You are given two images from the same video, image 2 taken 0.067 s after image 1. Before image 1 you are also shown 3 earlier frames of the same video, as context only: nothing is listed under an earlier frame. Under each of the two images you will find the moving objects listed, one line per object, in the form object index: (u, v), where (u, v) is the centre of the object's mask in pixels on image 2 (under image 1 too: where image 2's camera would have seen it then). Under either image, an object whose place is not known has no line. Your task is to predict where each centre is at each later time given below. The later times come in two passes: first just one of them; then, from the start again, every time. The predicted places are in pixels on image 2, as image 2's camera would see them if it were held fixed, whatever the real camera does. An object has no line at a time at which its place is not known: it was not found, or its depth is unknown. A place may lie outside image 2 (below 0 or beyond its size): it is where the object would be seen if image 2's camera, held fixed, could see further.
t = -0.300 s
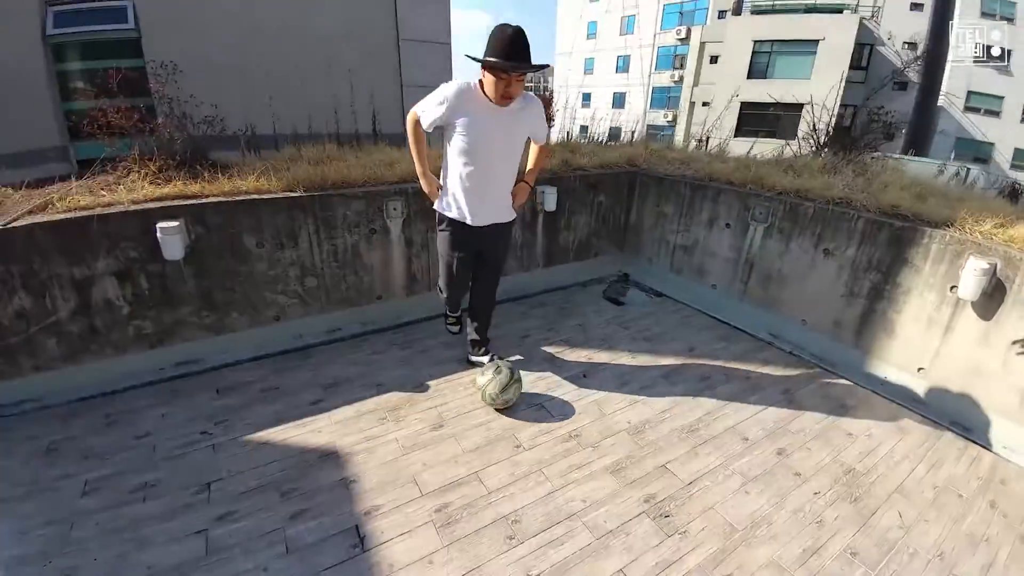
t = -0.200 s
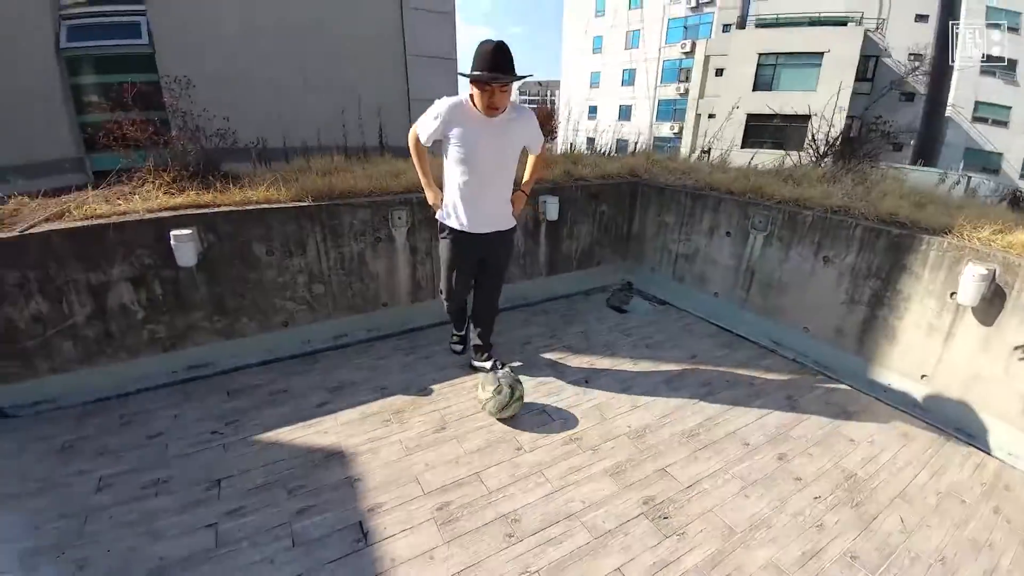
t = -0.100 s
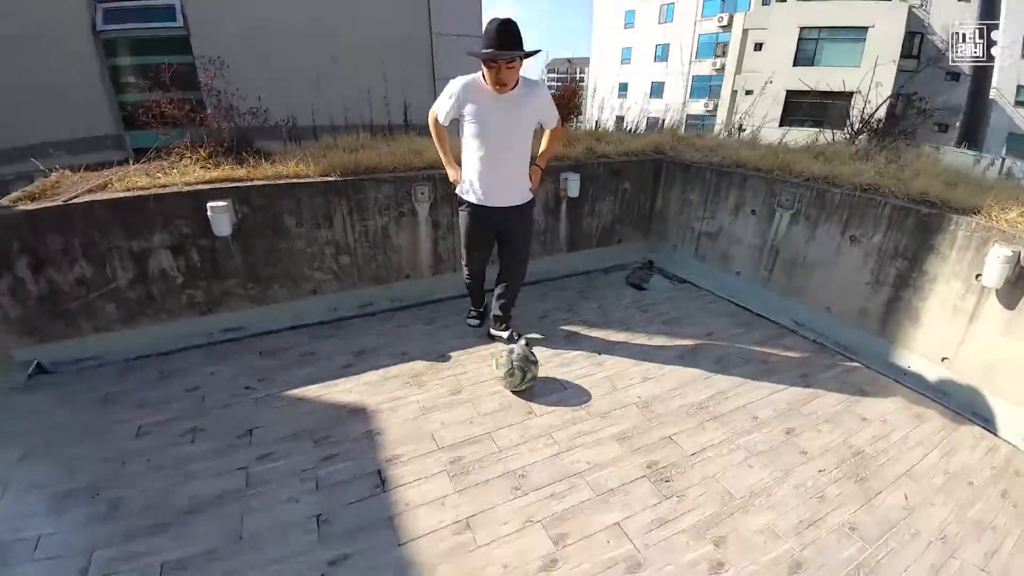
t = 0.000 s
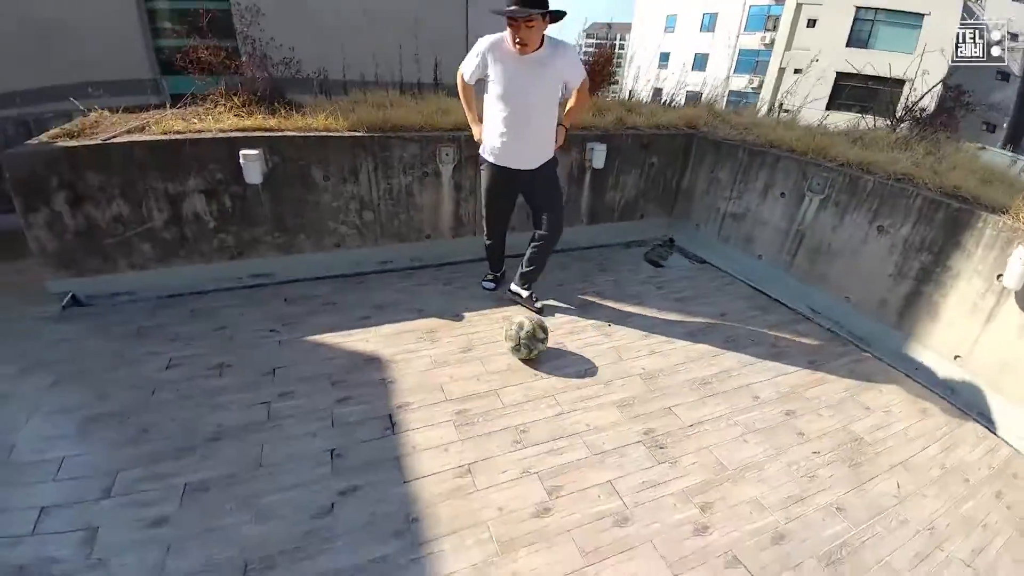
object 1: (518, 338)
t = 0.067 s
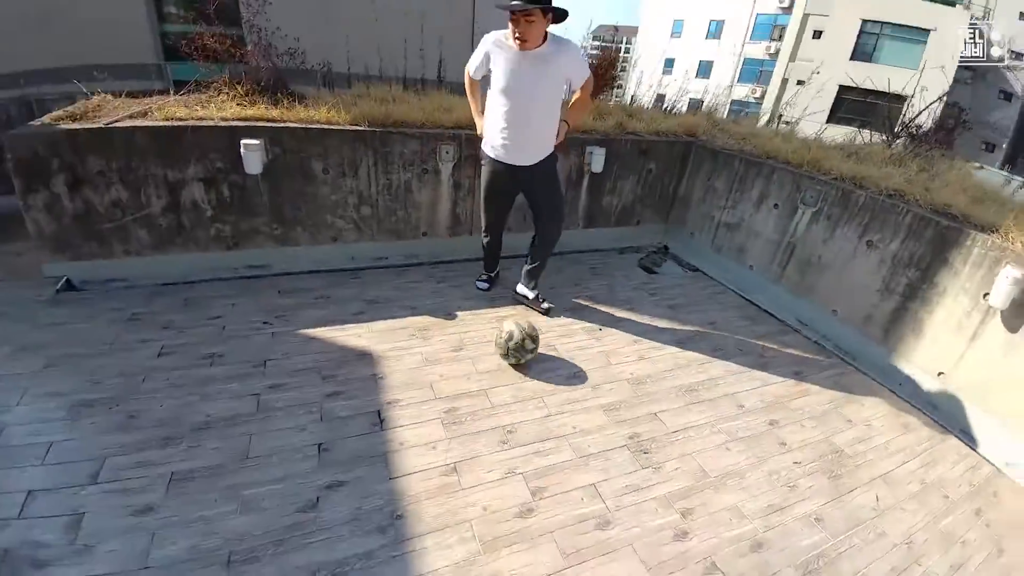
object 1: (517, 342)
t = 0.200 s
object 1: (516, 348)
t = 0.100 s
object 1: (516, 343)
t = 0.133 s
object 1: (516, 345)
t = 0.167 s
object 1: (516, 346)
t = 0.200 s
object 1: (516, 348)
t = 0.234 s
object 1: (516, 350)
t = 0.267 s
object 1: (517, 352)
